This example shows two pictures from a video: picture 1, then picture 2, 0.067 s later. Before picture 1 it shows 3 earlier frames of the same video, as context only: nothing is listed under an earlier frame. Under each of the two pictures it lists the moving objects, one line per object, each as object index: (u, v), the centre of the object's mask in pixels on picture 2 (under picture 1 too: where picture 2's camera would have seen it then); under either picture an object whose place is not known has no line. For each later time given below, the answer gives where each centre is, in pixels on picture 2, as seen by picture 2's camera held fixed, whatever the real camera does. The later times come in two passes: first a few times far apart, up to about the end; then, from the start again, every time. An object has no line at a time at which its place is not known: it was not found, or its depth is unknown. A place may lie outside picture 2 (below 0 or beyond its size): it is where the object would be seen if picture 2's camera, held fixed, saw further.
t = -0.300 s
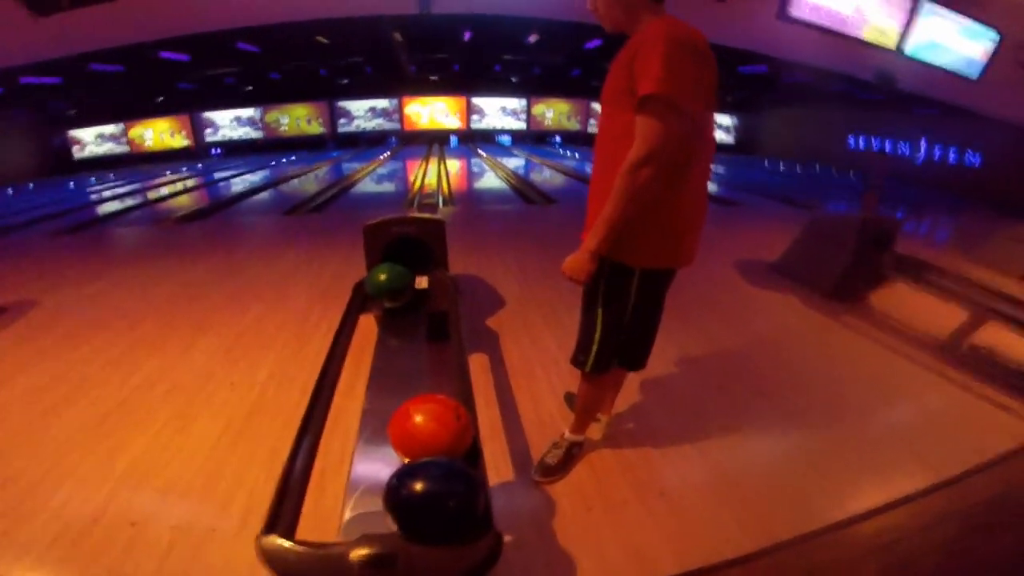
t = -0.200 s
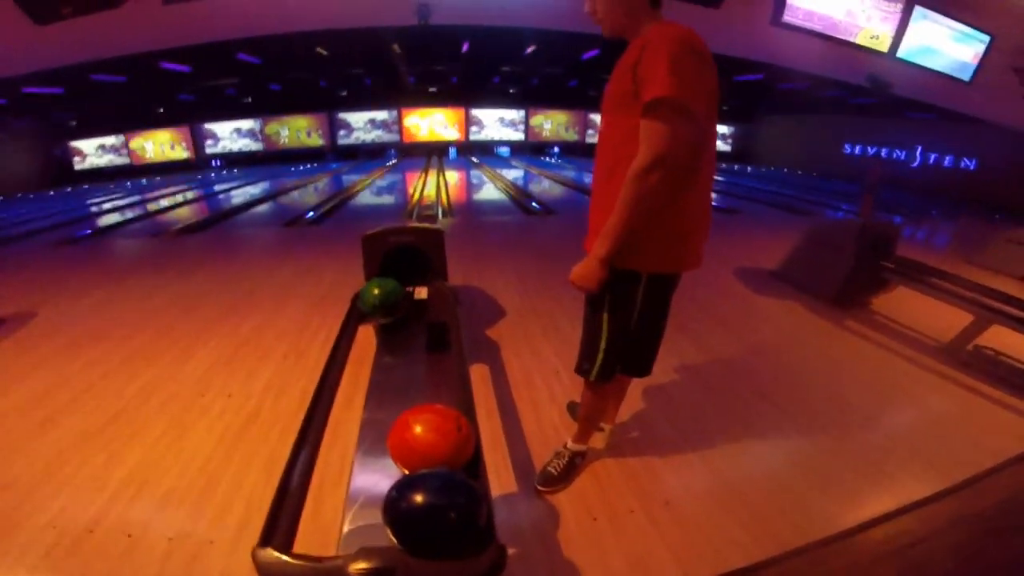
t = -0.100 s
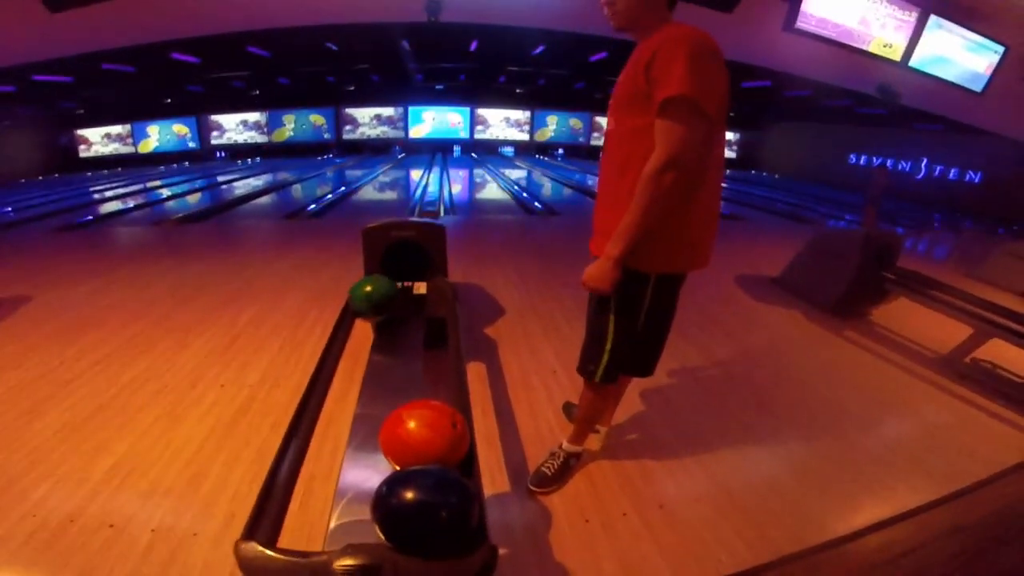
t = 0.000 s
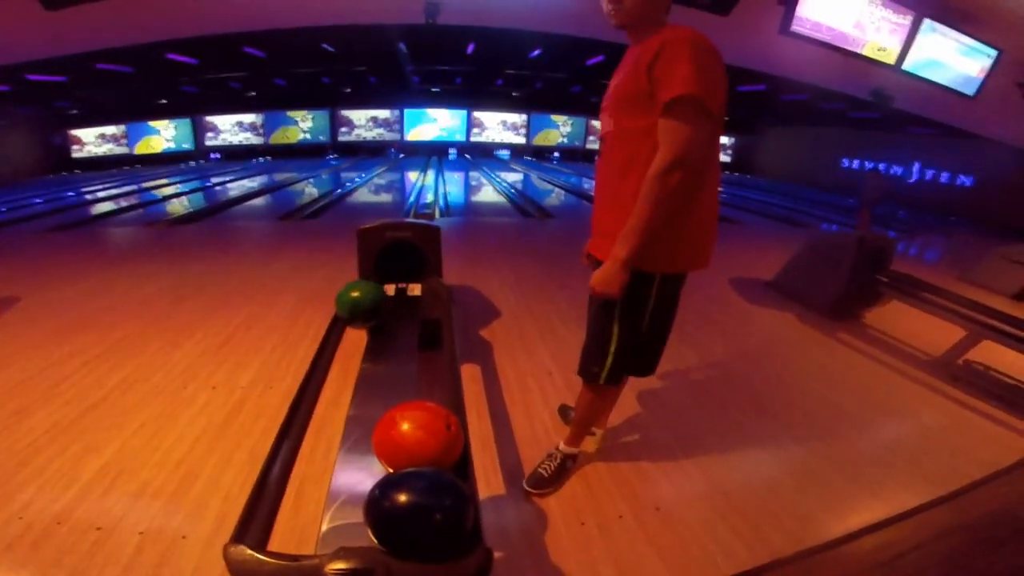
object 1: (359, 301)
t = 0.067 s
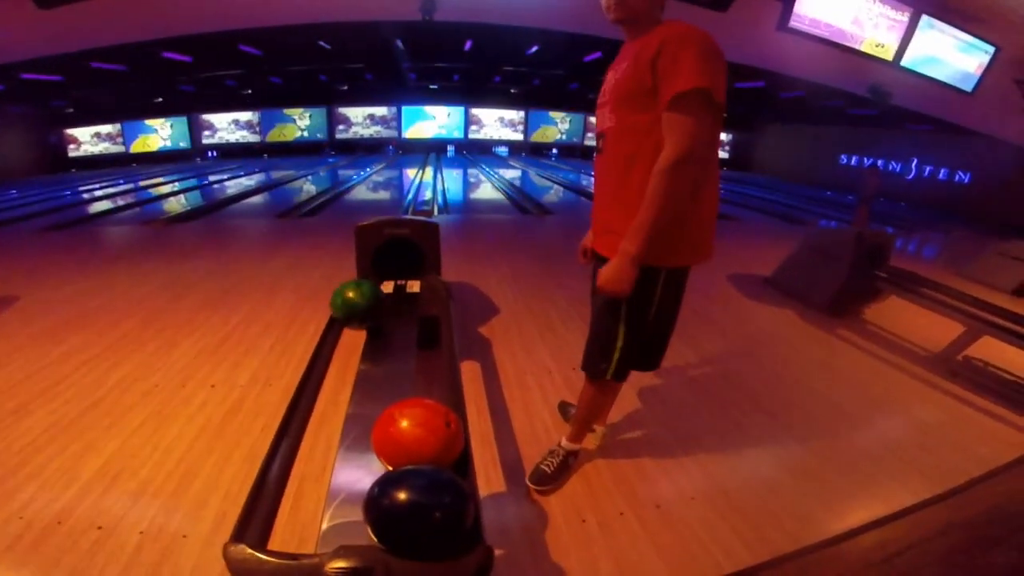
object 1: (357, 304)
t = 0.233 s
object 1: (355, 310)
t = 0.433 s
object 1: (352, 321)
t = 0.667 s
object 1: (347, 335)
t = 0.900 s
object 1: (343, 351)
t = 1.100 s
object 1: (337, 367)
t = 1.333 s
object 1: (329, 388)
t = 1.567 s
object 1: (321, 413)
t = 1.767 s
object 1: (312, 438)
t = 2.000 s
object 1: (301, 473)
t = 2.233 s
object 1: (288, 512)
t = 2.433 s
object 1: (289, 512)
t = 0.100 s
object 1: (358, 305)
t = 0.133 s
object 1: (357, 306)
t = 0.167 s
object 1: (356, 308)
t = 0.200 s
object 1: (355, 309)
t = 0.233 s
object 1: (355, 310)
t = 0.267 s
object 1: (354, 312)
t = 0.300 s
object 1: (353, 313)
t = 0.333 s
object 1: (353, 315)
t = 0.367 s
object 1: (353, 317)
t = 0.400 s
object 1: (352, 318)
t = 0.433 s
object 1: (352, 321)
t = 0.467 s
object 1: (350, 323)
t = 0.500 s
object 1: (351, 326)
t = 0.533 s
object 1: (350, 328)
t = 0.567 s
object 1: (350, 330)
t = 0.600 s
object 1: (349, 331)
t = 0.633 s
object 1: (348, 333)
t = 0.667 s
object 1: (347, 335)
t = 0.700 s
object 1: (346, 337)
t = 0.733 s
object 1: (346, 339)
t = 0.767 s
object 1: (345, 341)
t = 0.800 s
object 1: (344, 343)
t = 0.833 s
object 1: (344, 346)
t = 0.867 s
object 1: (344, 349)
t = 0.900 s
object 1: (343, 351)
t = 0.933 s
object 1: (342, 354)
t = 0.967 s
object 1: (341, 356)
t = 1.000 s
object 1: (340, 359)
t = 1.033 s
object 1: (339, 362)
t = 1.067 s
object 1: (338, 364)
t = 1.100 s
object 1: (337, 367)
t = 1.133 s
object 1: (336, 370)
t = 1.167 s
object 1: (335, 373)
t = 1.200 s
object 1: (334, 376)
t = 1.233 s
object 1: (333, 379)
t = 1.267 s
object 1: (332, 382)
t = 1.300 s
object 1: (330, 385)
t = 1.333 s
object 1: (329, 388)
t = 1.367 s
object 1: (328, 391)
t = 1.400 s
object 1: (326, 395)
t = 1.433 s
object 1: (325, 399)
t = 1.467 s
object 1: (325, 402)
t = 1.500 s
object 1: (323, 406)
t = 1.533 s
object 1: (322, 409)
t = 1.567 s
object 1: (321, 413)
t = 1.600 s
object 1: (320, 417)
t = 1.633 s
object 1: (318, 421)
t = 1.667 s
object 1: (317, 425)
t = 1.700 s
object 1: (315, 429)
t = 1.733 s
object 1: (314, 434)
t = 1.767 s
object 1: (312, 438)
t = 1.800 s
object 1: (311, 443)
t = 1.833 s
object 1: (309, 448)
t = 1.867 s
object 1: (308, 452)
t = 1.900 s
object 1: (306, 457)
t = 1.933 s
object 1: (304, 462)
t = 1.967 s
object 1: (302, 467)
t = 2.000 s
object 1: (301, 473)
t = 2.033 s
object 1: (299, 478)
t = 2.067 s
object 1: (297, 484)
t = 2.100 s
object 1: (294, 490)
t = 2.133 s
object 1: (291, 496)
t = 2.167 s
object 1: (291, 503)
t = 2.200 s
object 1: (289, 510)
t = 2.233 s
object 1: (288, 512)
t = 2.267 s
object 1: (289, 512)
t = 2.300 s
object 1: (290, 512)
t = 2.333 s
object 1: (289, 512)
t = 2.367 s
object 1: (289, 512)
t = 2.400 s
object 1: (289, 512)
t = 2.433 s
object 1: (289, 512)
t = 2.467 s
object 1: (289, 512)
